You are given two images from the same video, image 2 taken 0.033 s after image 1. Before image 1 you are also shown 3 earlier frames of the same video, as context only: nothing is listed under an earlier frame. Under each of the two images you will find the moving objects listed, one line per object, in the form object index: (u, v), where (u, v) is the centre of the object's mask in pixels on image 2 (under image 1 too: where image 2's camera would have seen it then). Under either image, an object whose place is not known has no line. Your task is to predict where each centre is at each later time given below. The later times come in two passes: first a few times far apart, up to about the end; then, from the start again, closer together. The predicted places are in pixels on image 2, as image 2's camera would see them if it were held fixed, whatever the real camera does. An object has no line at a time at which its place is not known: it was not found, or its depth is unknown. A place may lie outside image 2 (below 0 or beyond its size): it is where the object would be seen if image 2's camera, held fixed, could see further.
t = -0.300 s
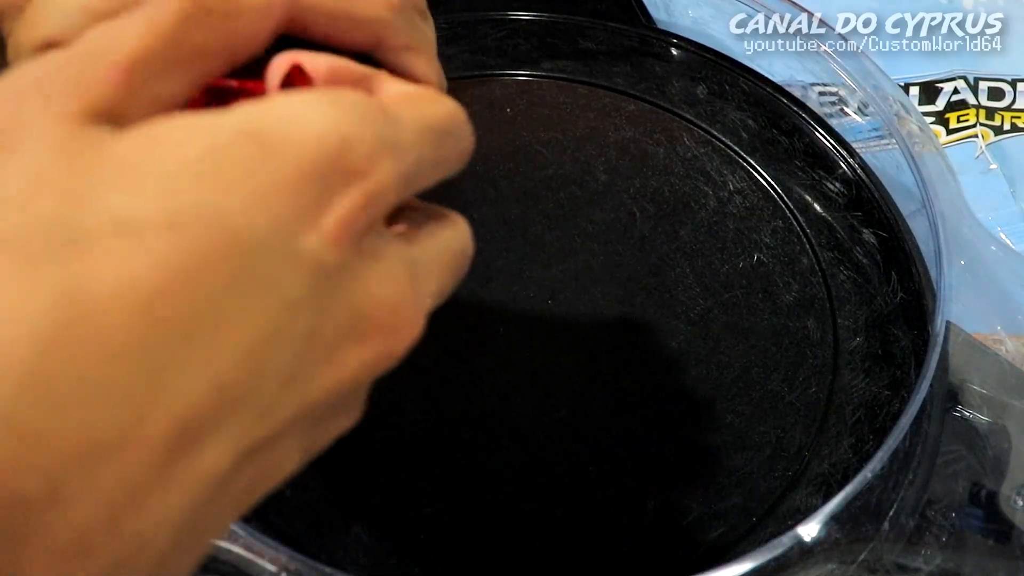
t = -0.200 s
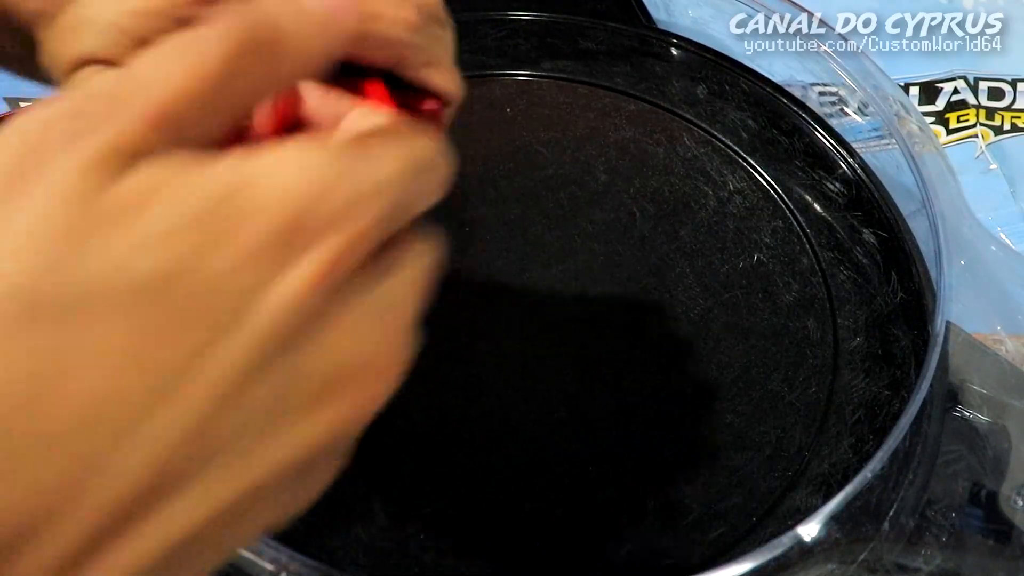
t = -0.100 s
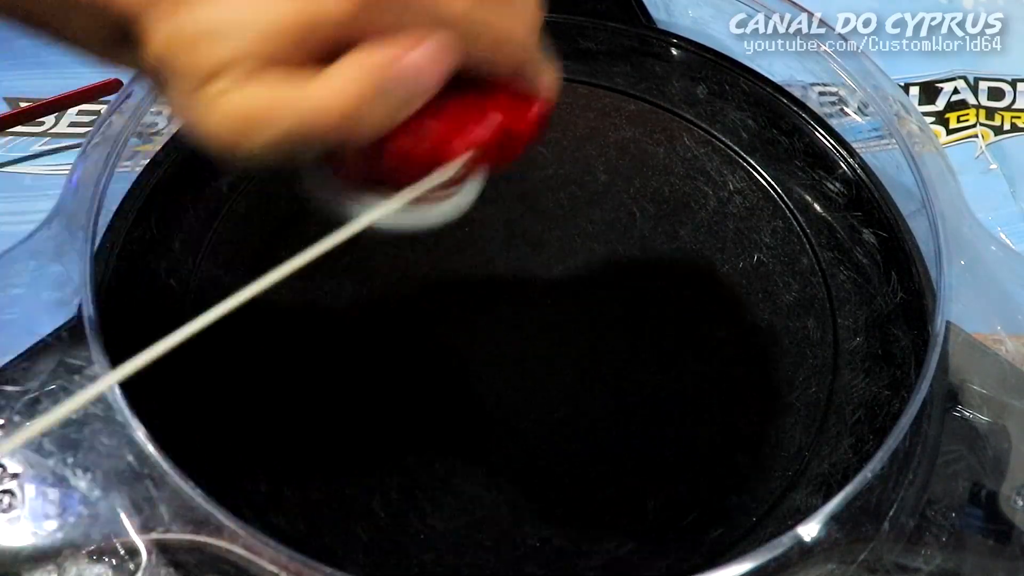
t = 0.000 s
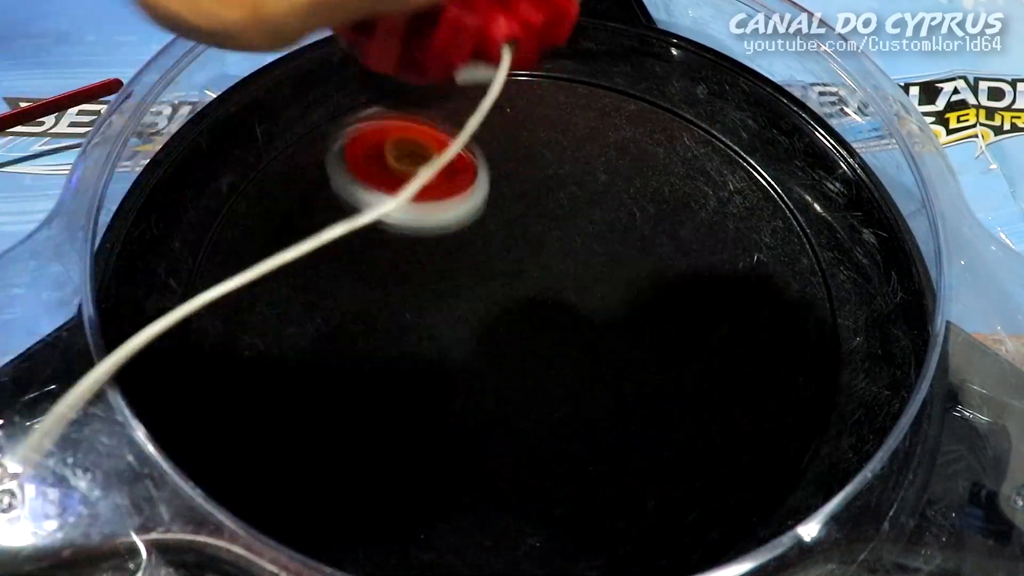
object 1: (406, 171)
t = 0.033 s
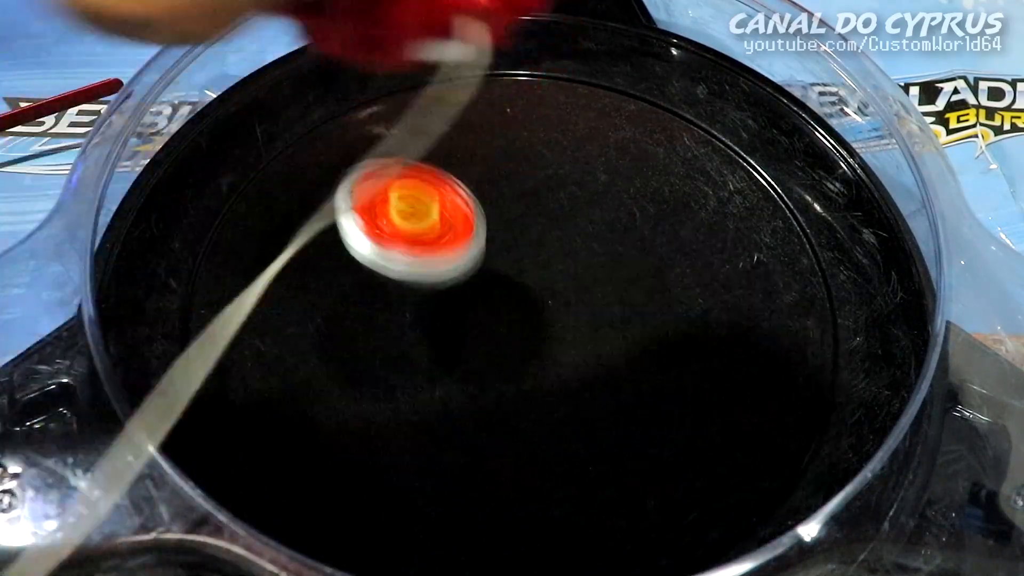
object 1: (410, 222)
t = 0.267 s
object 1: (434, 136)
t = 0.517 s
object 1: (336, 151)
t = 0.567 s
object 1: (321, 179)
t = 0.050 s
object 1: (412, 249)
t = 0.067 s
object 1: (415, 247)
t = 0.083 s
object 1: (417, 225)
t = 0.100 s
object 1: (418, 206)
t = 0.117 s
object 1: (422, 192)
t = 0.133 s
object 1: (425, 185)
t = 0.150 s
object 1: (428, 180)
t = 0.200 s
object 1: (436, 169)
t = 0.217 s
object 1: (437, 158)
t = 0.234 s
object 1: (437, 152)
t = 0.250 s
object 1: (436, 145)
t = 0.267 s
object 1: (434, 136)
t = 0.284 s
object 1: (432, 131)
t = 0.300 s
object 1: (427, 122)
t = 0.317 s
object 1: (422, 116)
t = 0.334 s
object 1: (417, 114)
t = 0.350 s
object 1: (411, 115)
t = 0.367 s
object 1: (404, 111)
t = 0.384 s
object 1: (396, 108)
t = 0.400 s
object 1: (388, 111)
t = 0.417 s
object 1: (380, 115)
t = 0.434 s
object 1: (370, 115)
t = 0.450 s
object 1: (361, 119)
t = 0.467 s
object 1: (353, 127)
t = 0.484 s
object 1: (346, 134)
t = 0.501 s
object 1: (340, 141)
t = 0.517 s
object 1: (336, 151)
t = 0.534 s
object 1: (329, 160)
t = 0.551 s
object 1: (325, 169)
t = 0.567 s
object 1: (321, 179)
